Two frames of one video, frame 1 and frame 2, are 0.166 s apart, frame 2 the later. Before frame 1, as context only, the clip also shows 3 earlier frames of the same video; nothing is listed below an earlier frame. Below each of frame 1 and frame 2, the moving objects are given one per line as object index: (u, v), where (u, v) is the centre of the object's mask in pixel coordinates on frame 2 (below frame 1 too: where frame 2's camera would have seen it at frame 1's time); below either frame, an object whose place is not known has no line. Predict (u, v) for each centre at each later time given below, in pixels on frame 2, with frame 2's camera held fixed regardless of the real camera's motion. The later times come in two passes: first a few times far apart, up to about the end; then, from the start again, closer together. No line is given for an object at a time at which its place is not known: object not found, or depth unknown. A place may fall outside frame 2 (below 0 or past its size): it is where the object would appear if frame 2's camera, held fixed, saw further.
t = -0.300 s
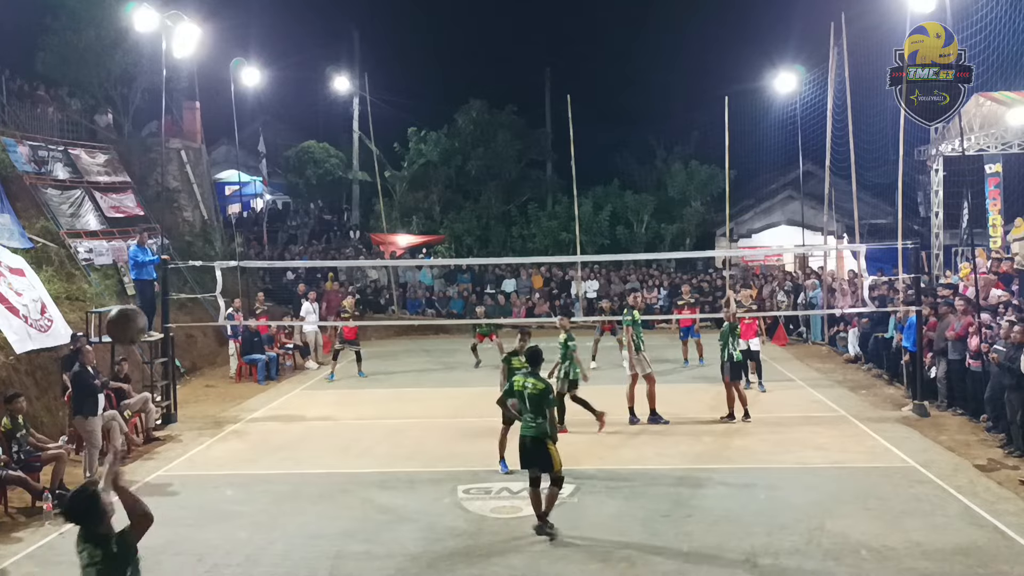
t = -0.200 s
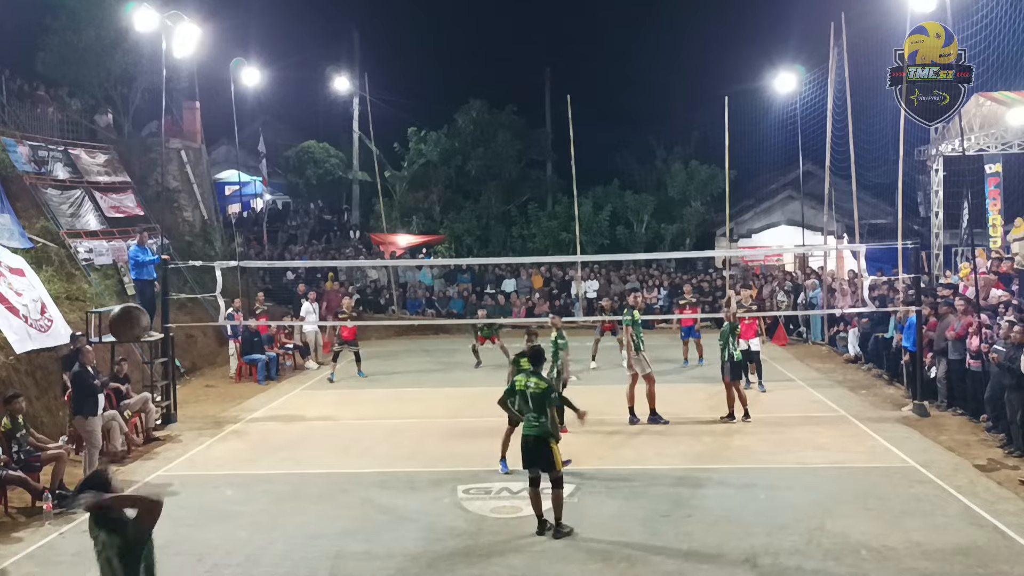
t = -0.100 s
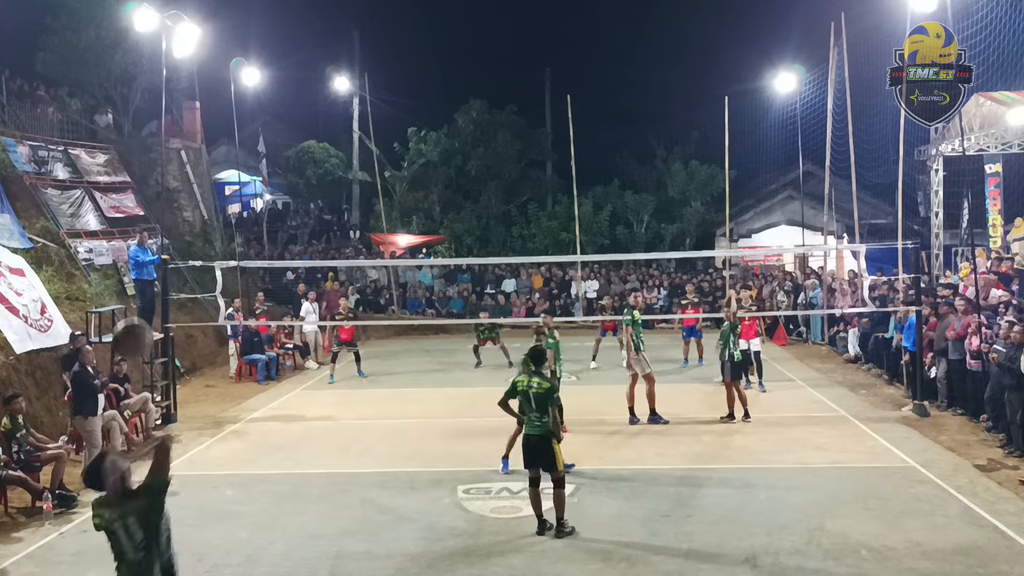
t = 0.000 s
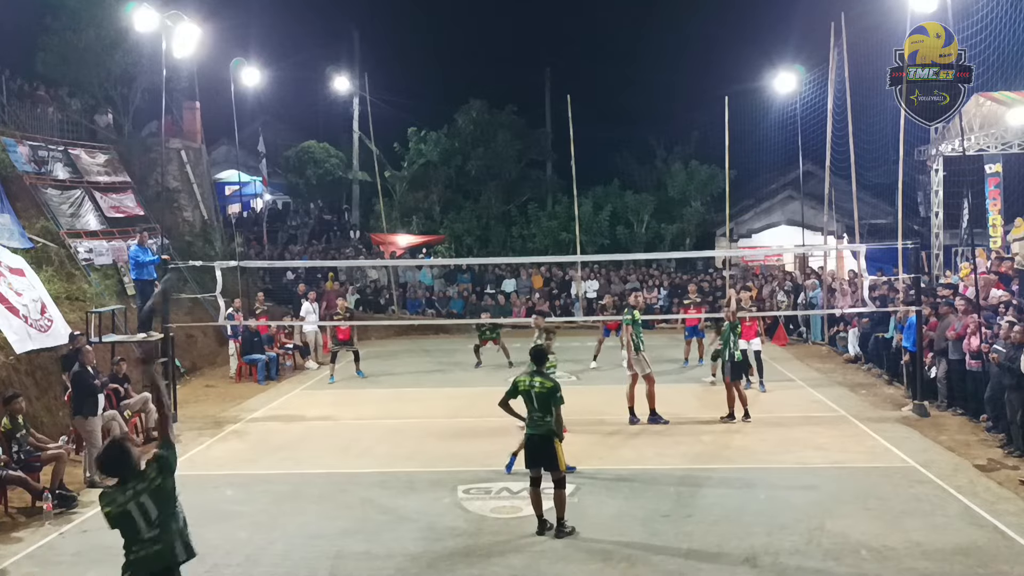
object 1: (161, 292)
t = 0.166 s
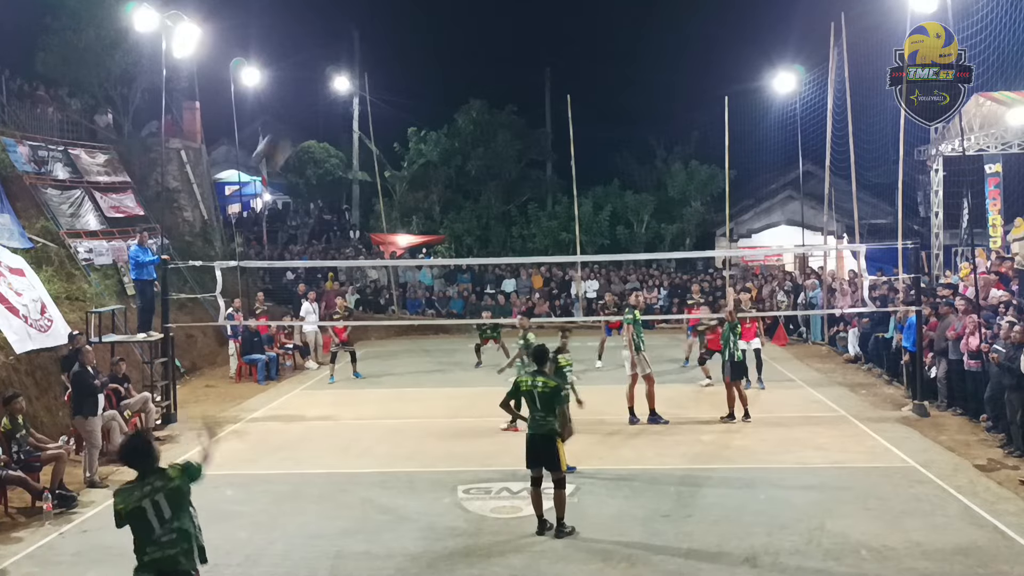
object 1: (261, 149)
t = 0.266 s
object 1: (308, 103)
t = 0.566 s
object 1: (382, 54)
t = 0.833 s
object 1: (420, 81)
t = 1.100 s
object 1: (451, 148)
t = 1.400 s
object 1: (477, 246)
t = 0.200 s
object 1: (282, 133)
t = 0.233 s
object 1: (299, 119)
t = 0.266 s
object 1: (308, 103)
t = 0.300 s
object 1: (320, 91)
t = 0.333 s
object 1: (326, 81)
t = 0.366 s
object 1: (337, 71)
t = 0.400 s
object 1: (347, 65)
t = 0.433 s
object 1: (355, 60)
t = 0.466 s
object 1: (362, 57)
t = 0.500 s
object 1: (369, 56)
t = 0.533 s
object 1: (375, 54)
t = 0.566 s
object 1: (382, 54)
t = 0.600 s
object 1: (388, 55)
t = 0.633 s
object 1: (393, 56)
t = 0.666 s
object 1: (399, 58)
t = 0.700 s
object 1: (404, 62)
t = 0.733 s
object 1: (409, 66)
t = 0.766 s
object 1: (414, 71)
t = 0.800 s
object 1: (417, 76)
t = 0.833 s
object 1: (420, 81)
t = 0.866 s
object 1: (425, 89)
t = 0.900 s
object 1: (429, 95)
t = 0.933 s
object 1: (433, 103)
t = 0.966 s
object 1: (437, 112)
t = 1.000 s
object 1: (440, 120)
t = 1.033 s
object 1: (444, 128)
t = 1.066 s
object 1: (447, 138)
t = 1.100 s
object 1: (451, 148)
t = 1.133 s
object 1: (454, 158)
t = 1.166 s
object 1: (458, 168)
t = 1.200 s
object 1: (461, 178)
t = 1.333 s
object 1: (472, 223)
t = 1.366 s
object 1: (474, 234)
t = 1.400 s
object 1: (477, 246)
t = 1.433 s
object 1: (479, 254)
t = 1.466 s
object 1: (481, 270)
